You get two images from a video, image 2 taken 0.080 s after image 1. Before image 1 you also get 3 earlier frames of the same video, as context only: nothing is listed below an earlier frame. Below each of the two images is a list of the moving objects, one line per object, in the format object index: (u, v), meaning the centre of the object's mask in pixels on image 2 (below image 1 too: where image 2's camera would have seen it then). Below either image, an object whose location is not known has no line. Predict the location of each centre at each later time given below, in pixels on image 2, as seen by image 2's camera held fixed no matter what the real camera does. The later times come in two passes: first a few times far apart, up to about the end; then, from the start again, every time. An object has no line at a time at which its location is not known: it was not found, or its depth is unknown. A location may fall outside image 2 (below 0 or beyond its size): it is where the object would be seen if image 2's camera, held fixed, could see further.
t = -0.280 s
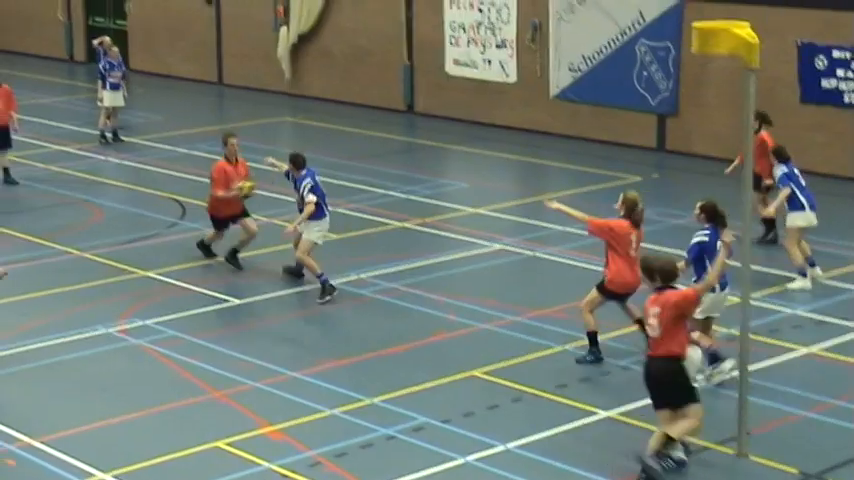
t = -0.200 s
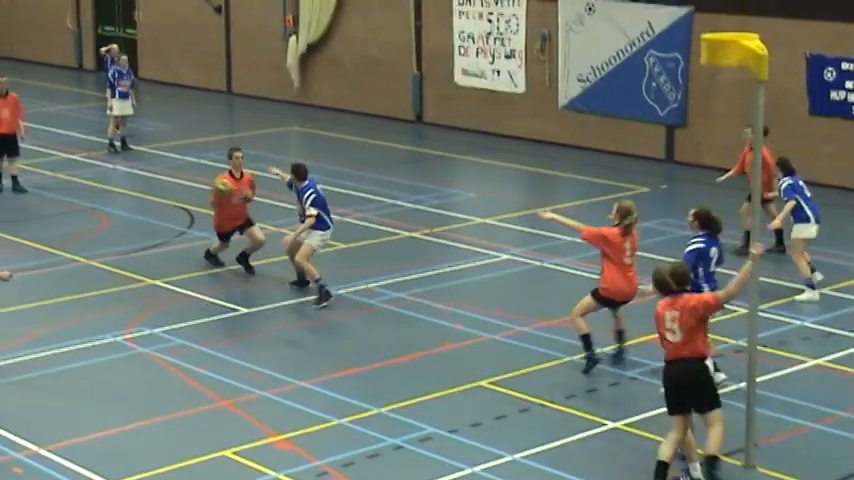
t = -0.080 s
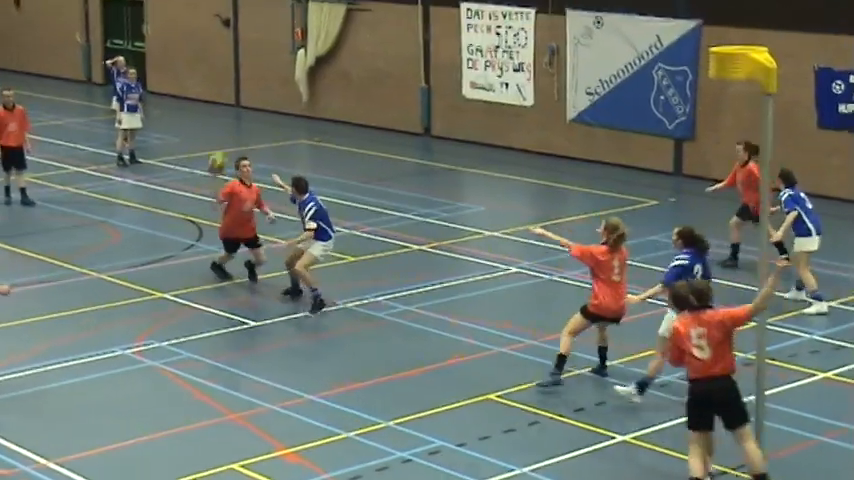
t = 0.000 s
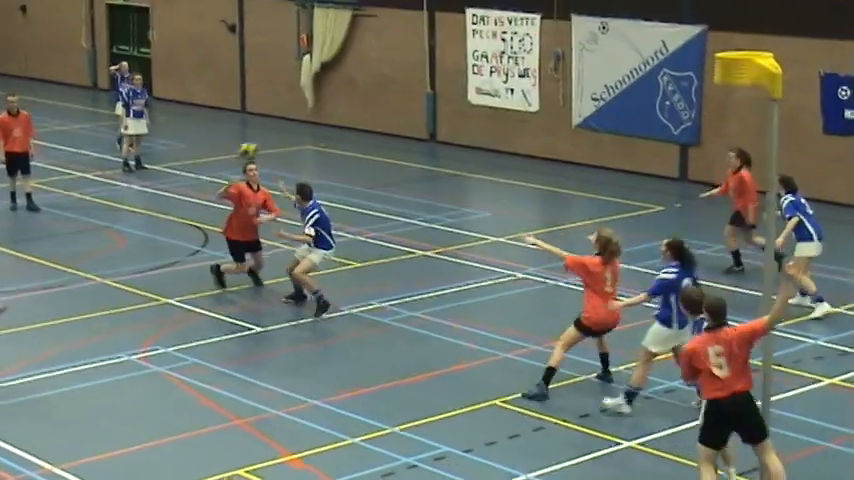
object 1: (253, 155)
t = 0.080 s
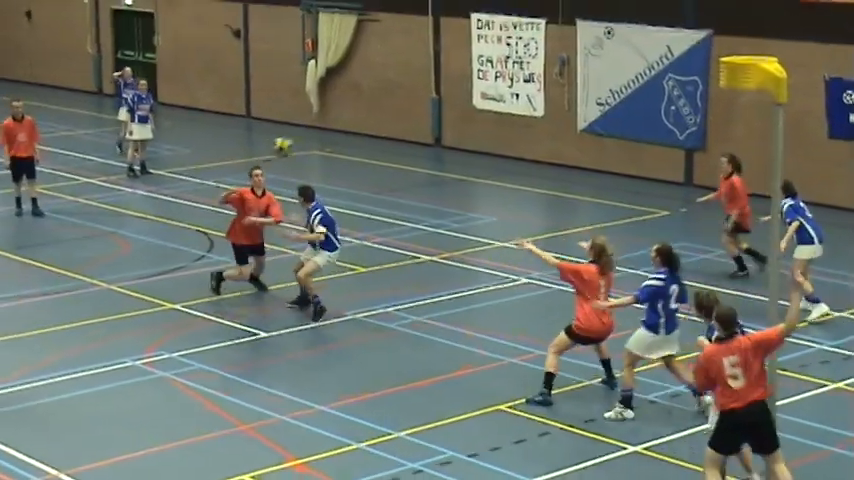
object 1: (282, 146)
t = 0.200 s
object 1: (327, 141)
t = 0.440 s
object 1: (428, 169)
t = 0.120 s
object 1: (297, 143)
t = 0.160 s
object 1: (312, 141)
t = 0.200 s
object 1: (327, 141)
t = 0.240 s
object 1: (344, 141)
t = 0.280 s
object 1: (360, 144)
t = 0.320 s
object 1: (377, 148)
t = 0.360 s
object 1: (394, 154)
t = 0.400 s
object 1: (411, 160)
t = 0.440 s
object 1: (428, 169)
